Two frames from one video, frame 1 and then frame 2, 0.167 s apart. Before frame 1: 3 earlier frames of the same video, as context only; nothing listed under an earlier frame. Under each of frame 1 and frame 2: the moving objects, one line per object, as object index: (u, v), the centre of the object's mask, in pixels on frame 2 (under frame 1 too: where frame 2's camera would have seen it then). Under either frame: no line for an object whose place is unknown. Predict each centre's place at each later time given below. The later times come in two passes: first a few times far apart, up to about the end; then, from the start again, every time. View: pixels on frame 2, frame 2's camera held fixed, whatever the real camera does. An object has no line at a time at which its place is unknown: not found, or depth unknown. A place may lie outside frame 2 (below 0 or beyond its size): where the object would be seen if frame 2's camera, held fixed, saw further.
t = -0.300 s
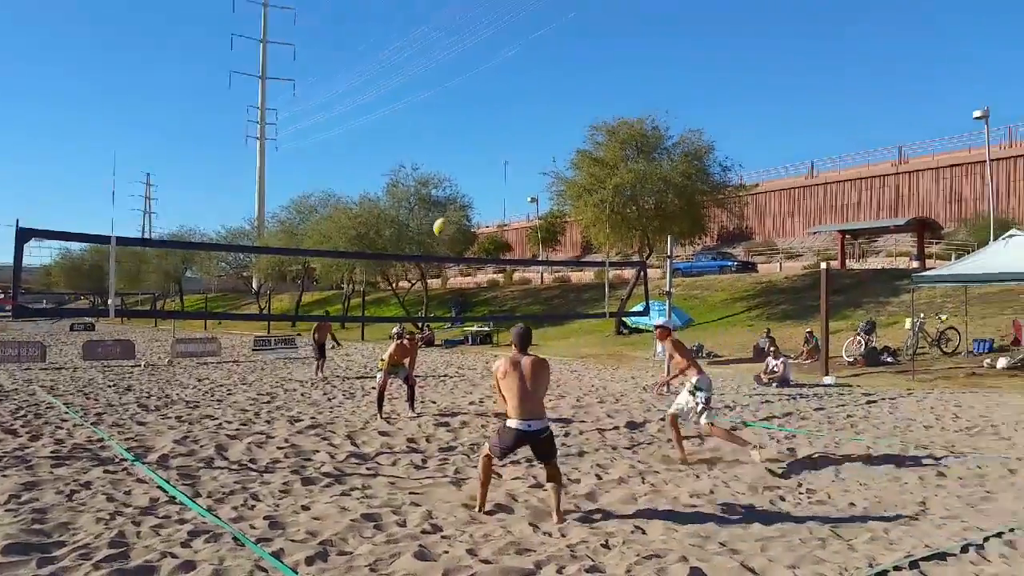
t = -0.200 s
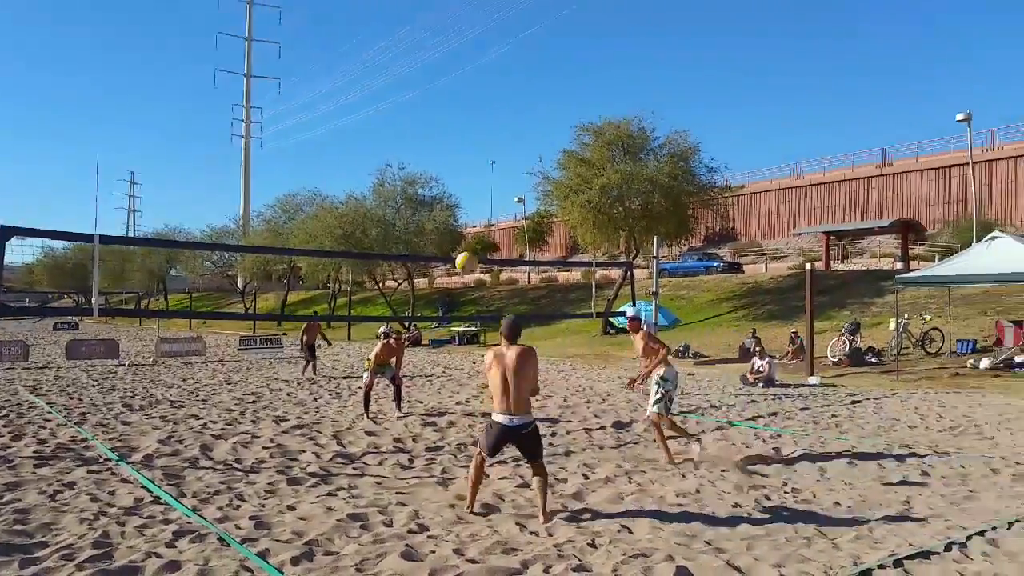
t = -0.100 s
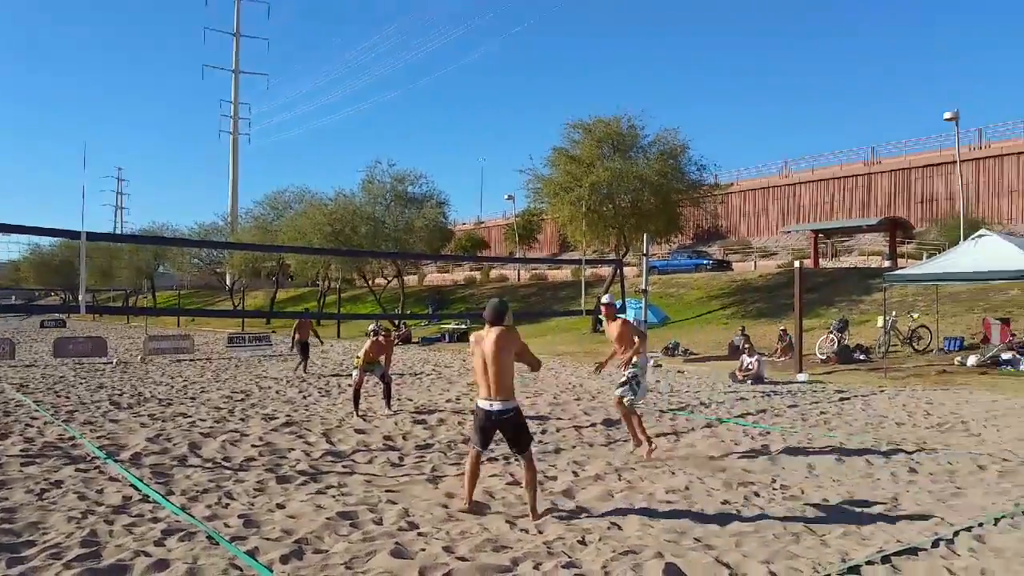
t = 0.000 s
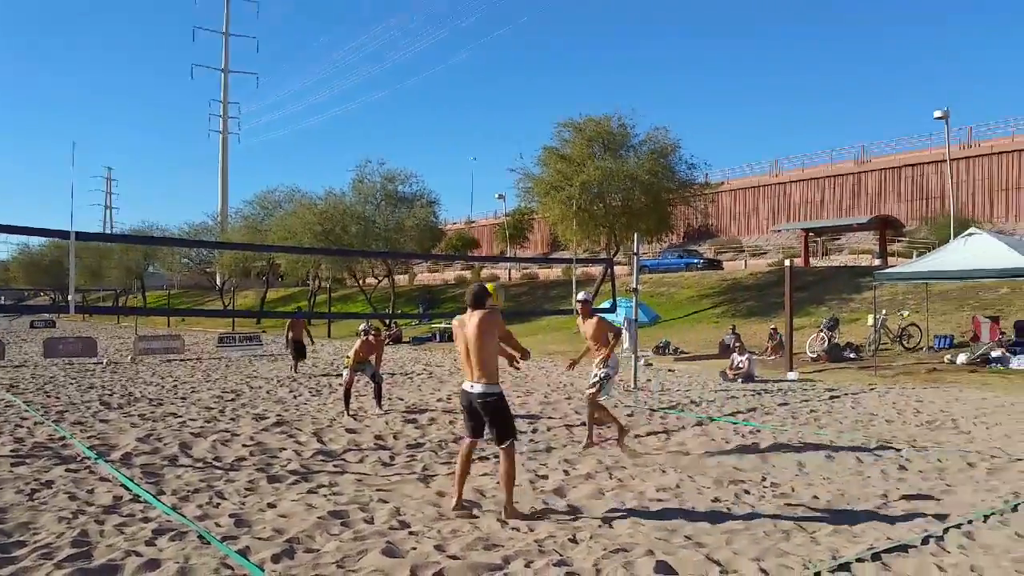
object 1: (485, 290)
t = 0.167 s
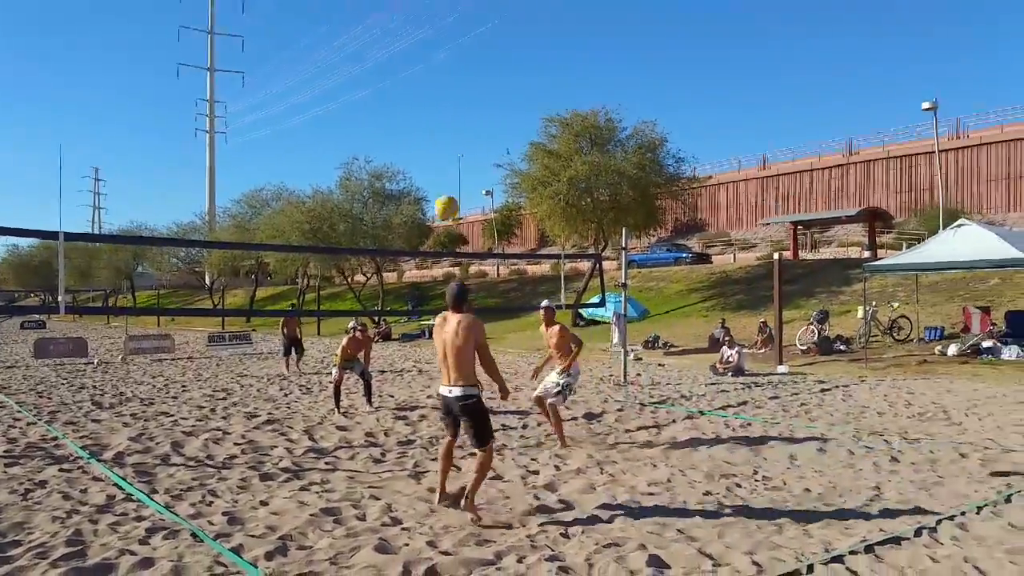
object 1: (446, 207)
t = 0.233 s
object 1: (434, 185)
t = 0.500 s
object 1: (395, 148)
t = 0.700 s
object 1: (372, 168)
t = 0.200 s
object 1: (440, 195)
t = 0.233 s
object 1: (434, 185)
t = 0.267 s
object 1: (428, 176)
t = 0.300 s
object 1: (422, 168)
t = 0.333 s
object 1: (415, 162)
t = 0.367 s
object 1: (411, 156)
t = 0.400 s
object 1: (407, 152)
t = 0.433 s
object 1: (403, 149)
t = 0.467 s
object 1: (399, 148)
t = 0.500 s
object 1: (395, 148)
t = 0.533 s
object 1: (390, 148)
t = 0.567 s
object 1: (386, 151)
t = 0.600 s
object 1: (382, 154)
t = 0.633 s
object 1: (379, 158)
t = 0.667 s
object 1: (375, 162)
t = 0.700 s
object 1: (372, 168)
